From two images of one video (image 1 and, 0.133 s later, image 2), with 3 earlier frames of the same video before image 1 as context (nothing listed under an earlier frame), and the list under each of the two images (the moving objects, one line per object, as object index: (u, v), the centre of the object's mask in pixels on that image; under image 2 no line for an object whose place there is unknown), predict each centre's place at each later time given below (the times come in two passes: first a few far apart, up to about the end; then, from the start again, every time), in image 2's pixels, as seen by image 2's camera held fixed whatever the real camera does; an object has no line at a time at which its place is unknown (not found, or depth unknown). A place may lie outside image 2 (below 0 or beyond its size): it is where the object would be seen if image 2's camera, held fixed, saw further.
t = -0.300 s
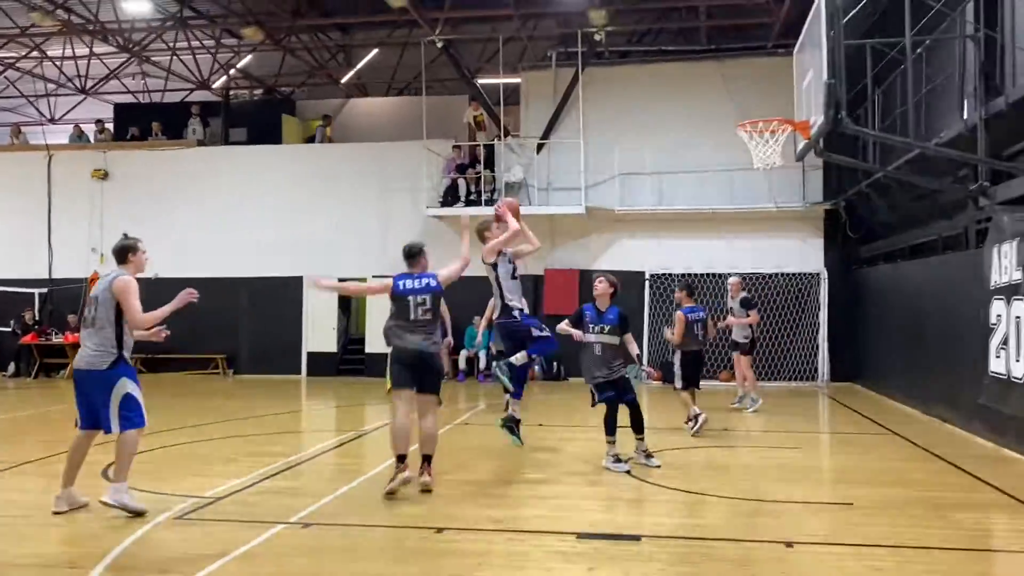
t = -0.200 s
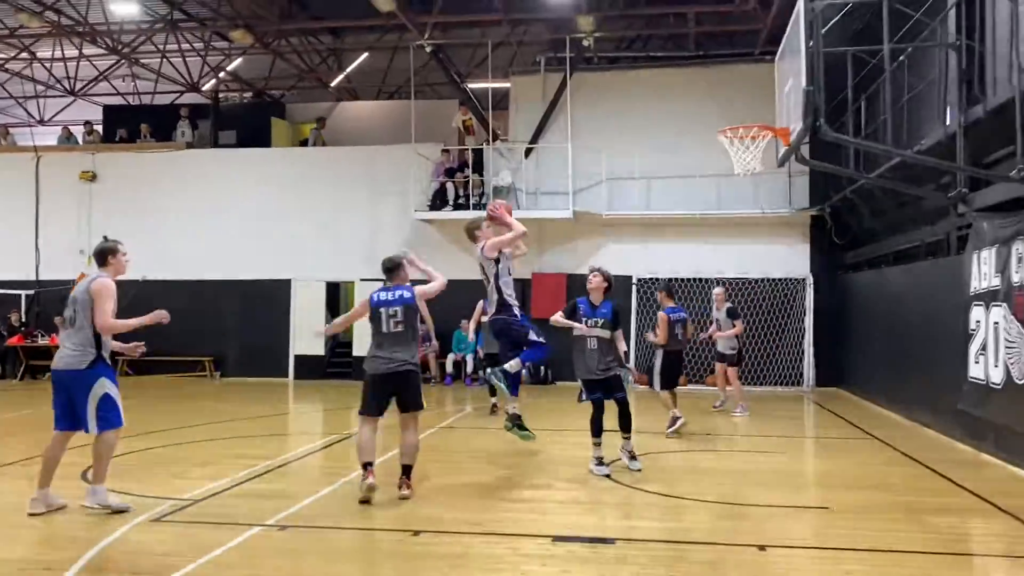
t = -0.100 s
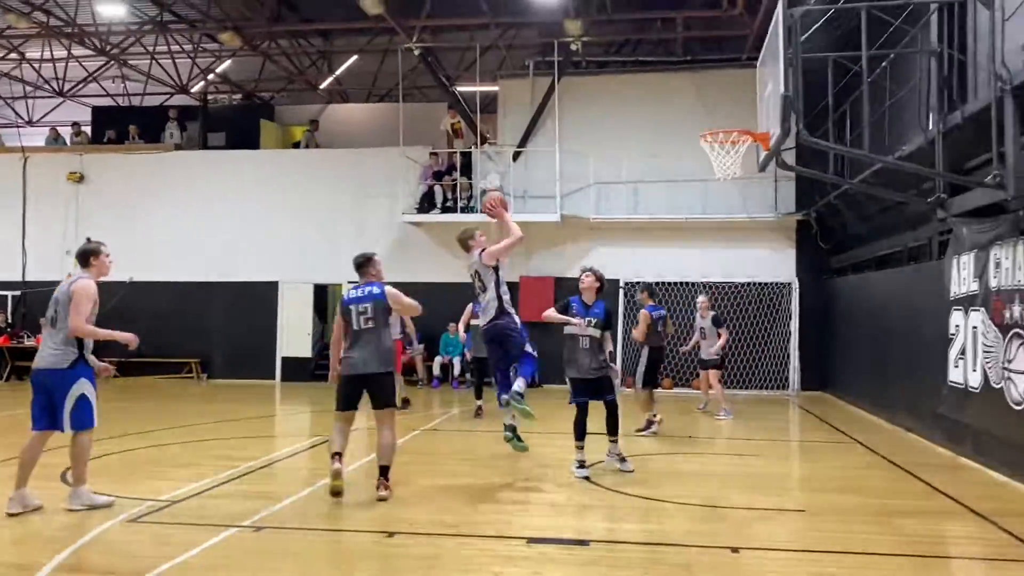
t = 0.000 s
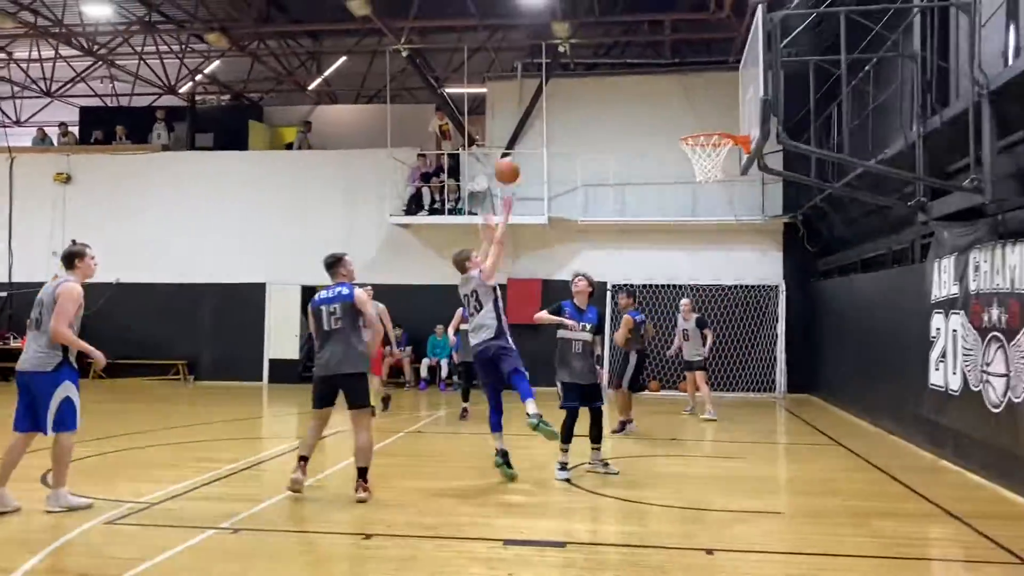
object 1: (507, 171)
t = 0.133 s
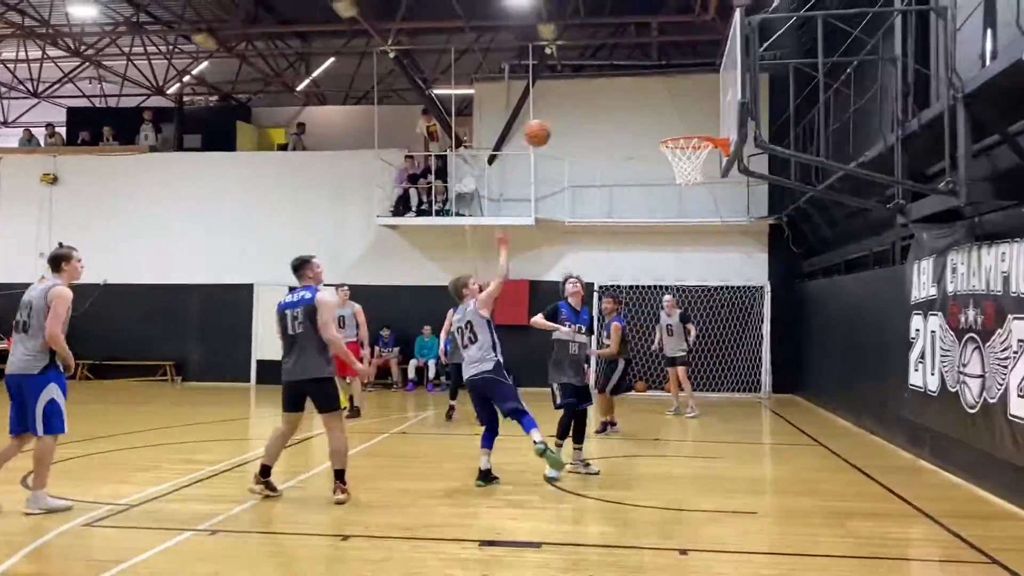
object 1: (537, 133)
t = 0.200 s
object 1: (563, 120)
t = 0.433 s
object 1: (646, 112)
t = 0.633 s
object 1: (681, 134)
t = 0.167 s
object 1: (550, 125)
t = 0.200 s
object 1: (563, 120)
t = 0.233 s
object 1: (574, 115)
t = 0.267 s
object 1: (586, 111)
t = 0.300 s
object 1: (599, 109)
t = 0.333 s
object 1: (610, 108)
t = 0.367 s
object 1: (623, 108)
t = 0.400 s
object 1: (635, 109)
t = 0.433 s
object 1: (646, 112)
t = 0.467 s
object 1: (659, 115)
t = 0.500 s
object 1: (670, 120)
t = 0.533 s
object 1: (682, 125)
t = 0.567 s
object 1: (694, 129)
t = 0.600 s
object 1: (691, 130)
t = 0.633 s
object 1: (681, 134)
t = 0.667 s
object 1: (670, 132)
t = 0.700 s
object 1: (675, 129)
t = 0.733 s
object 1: (679, 126)
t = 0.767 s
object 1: (686, 123)
